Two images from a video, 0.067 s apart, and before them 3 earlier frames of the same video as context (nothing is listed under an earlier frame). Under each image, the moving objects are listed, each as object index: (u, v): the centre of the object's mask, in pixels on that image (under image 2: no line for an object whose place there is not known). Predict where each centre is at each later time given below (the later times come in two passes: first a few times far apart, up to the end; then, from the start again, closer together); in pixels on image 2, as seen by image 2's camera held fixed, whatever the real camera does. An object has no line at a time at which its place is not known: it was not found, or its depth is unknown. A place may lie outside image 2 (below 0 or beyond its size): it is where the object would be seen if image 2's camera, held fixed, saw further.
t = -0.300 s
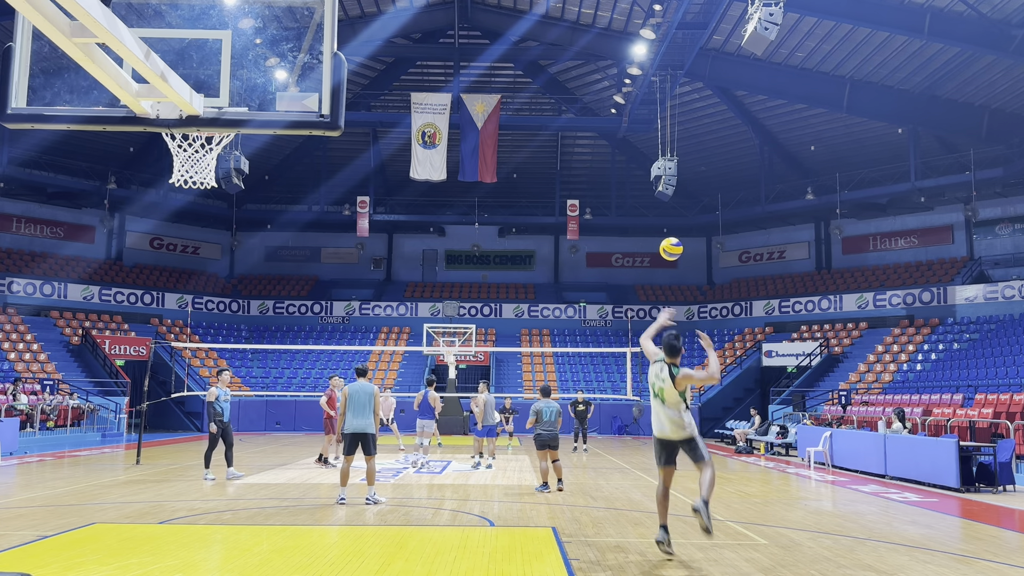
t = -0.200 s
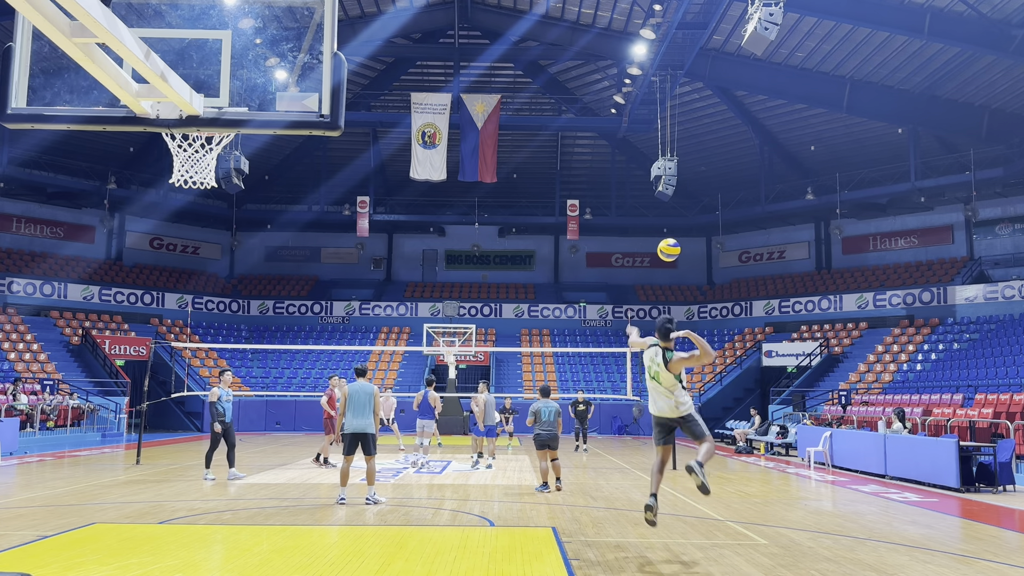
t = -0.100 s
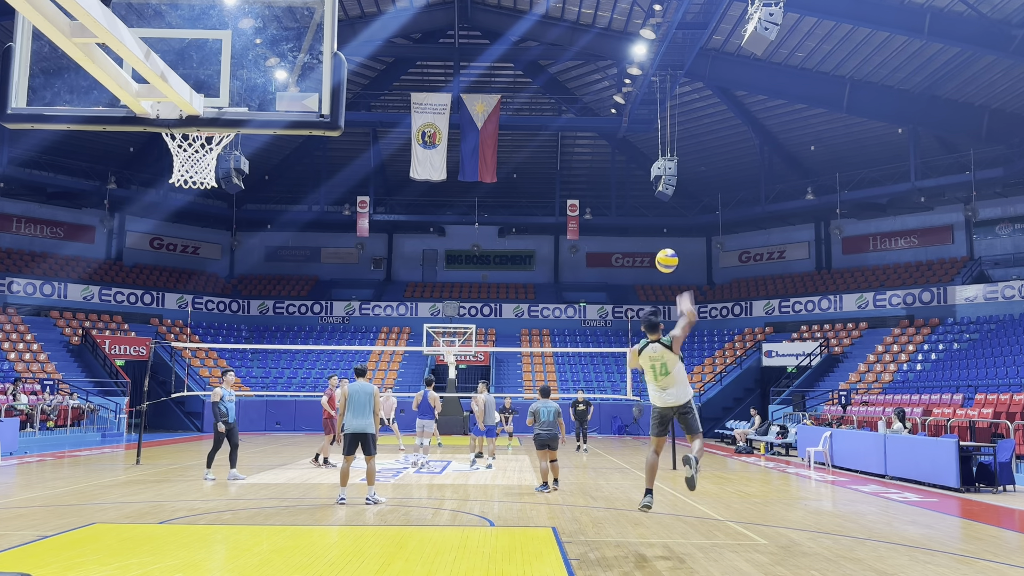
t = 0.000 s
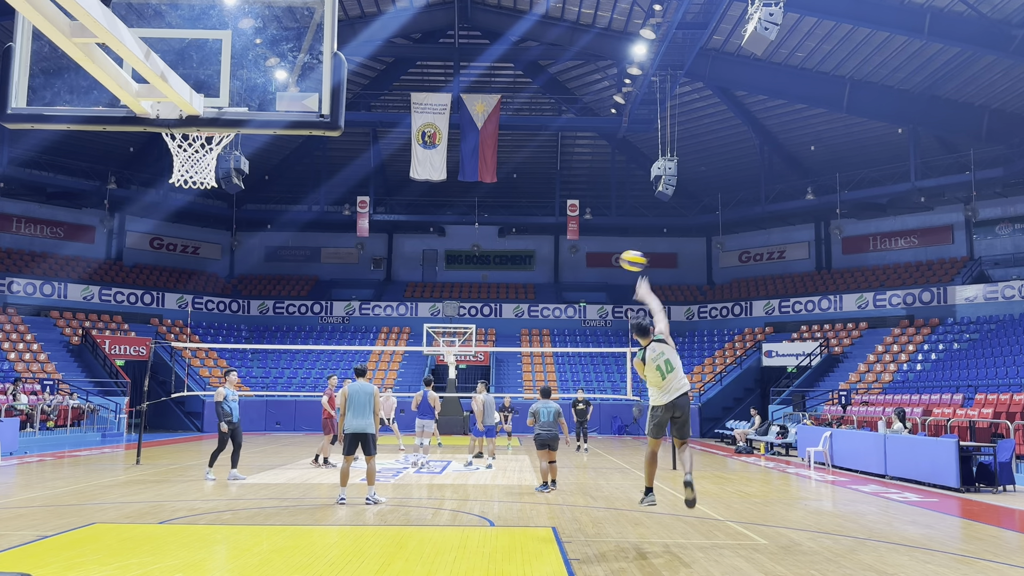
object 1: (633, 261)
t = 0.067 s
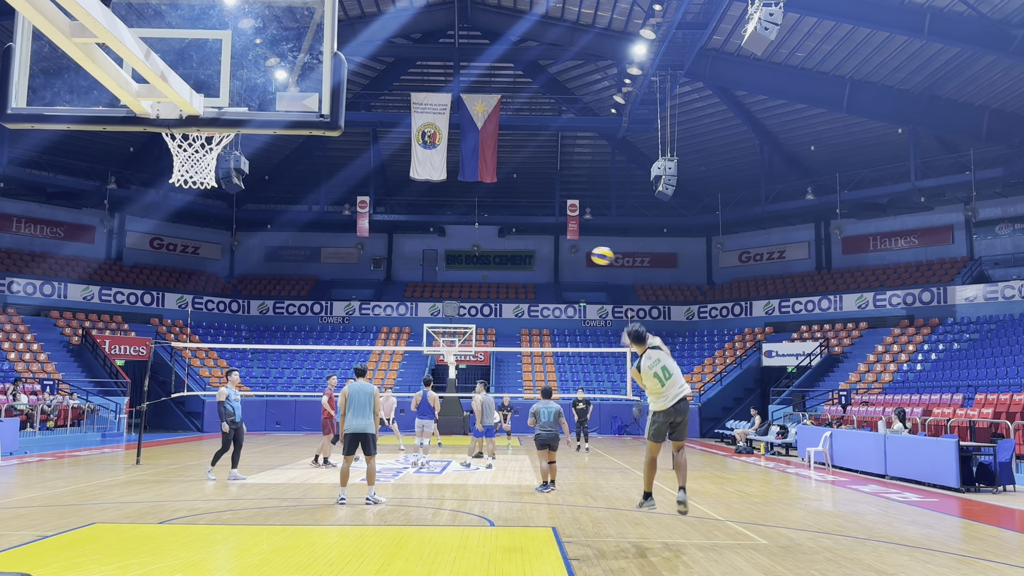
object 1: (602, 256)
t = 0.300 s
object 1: (532, 269)
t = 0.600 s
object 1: (474, 311)
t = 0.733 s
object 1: (455, 335)
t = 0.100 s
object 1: (590, 255)
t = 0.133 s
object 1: (578, 255)
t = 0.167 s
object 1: (567, 257)
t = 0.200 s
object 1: (558, 259)
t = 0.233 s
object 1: (548, 262)
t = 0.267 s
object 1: (540, 265)
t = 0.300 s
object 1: (532, 269)
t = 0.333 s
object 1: (524, 273)
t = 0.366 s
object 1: (516, 277)
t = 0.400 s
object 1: (509, 281)
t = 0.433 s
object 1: (502, 286)
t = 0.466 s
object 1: (496, 291)
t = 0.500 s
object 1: (490, 296)
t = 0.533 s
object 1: (485, 300)
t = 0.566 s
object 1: (479, 306)
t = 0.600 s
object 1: (474, 311)
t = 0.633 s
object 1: (469, 317)
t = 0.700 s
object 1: (460, 329)
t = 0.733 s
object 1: (455, 335)
